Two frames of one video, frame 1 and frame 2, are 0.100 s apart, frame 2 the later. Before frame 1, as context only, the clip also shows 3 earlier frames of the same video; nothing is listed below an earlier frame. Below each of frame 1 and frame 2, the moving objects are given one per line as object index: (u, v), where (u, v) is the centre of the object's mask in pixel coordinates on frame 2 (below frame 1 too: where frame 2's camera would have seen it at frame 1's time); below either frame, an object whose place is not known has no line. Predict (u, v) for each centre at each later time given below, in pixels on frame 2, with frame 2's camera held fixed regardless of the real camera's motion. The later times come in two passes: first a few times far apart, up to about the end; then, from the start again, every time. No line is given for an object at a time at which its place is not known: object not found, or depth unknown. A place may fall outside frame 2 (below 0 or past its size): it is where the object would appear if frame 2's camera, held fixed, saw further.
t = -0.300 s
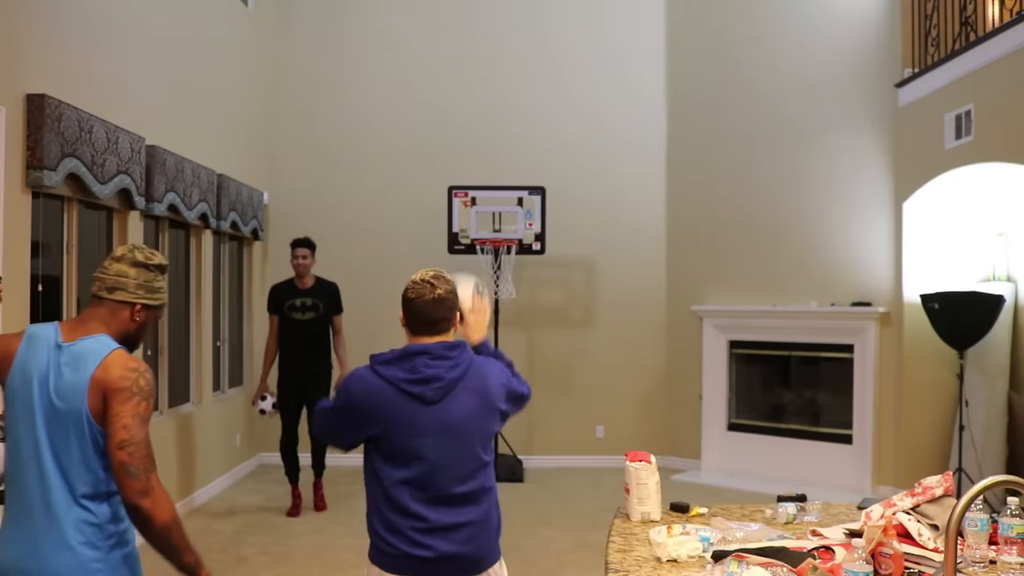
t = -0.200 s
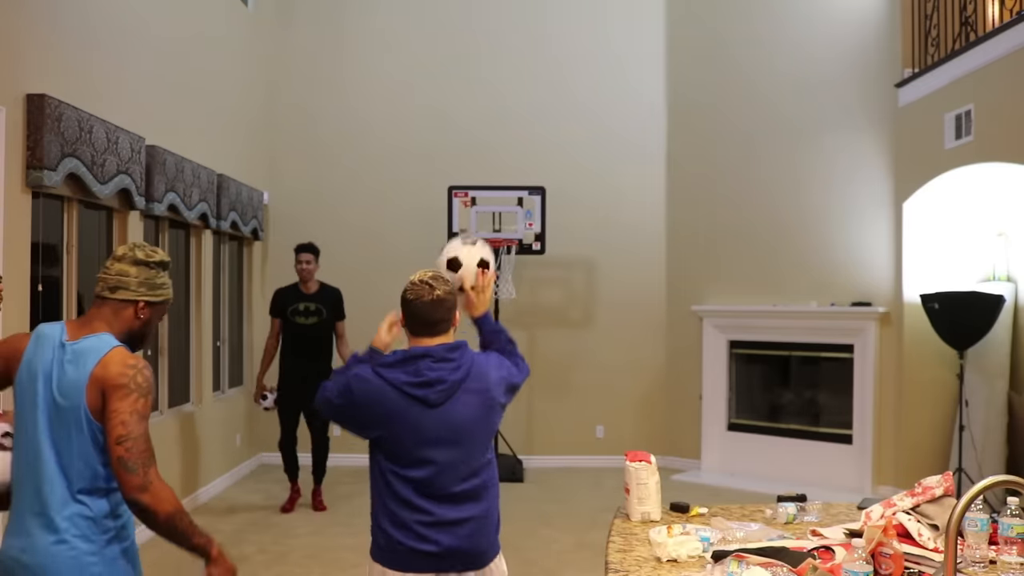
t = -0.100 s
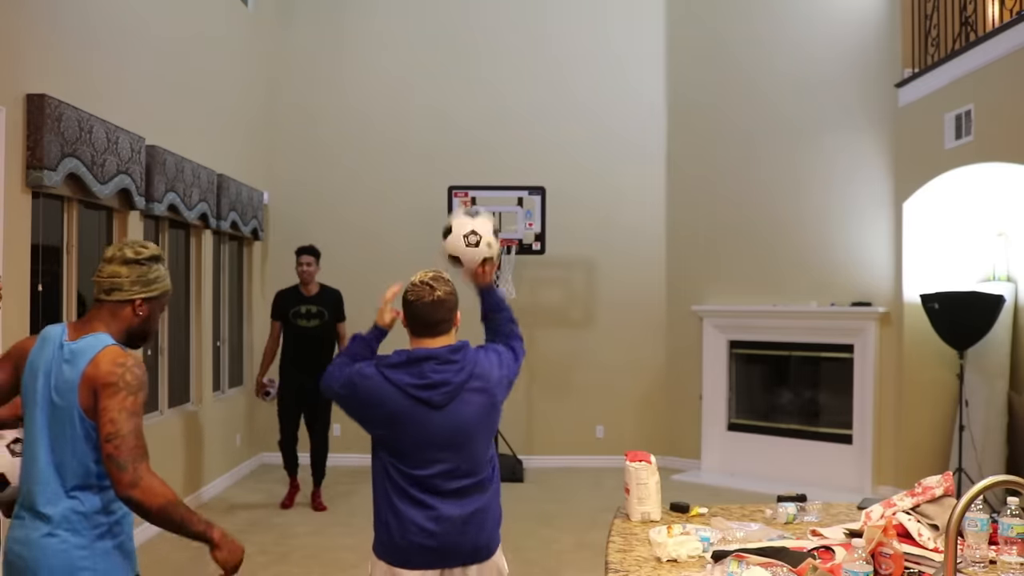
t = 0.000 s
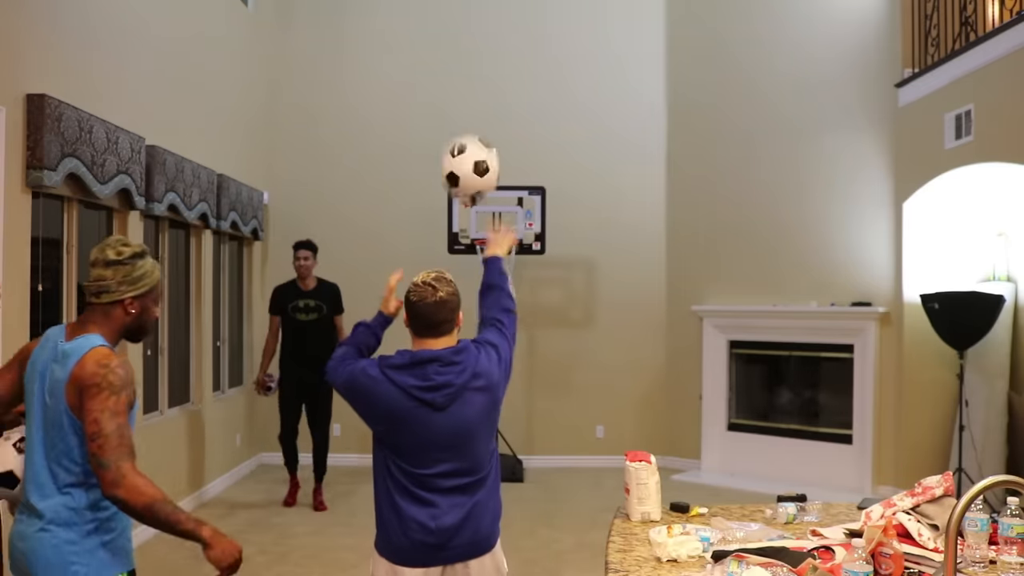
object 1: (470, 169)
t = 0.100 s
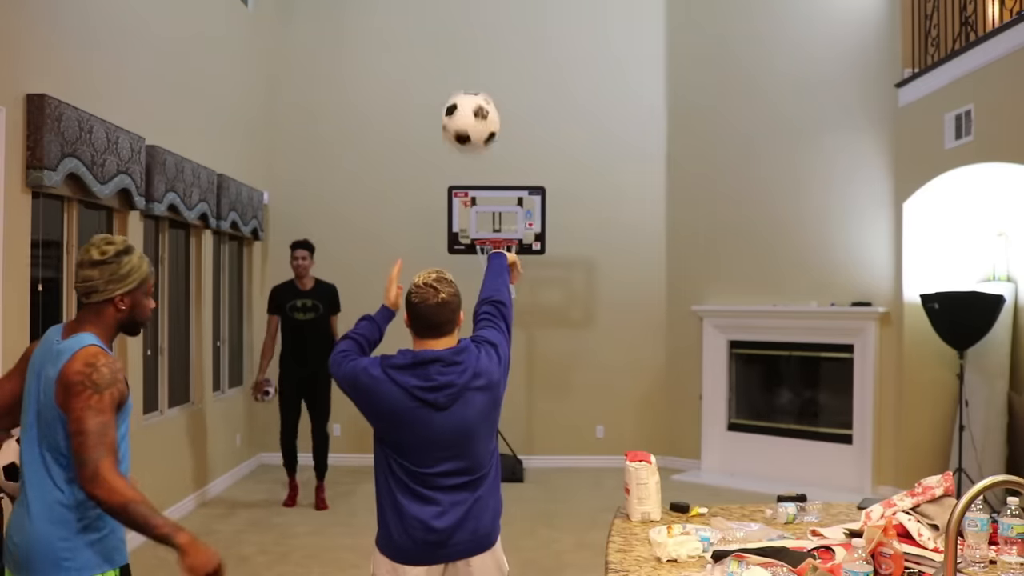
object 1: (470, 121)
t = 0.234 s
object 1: (470, 98)
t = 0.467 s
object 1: (469, 171)
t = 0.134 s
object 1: (470, 111)
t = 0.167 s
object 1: (470, 103)
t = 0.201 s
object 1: (470, 99)
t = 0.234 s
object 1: (470, 98)
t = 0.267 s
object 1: (469, 100)
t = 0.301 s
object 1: (469, 105)
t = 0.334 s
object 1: (470, 112)
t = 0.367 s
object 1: (470, 123)
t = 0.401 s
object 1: (469, 136)
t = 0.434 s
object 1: (469, 152)
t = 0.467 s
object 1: (469, 171)
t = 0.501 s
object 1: (468, 192)
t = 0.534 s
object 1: (469, 221)
